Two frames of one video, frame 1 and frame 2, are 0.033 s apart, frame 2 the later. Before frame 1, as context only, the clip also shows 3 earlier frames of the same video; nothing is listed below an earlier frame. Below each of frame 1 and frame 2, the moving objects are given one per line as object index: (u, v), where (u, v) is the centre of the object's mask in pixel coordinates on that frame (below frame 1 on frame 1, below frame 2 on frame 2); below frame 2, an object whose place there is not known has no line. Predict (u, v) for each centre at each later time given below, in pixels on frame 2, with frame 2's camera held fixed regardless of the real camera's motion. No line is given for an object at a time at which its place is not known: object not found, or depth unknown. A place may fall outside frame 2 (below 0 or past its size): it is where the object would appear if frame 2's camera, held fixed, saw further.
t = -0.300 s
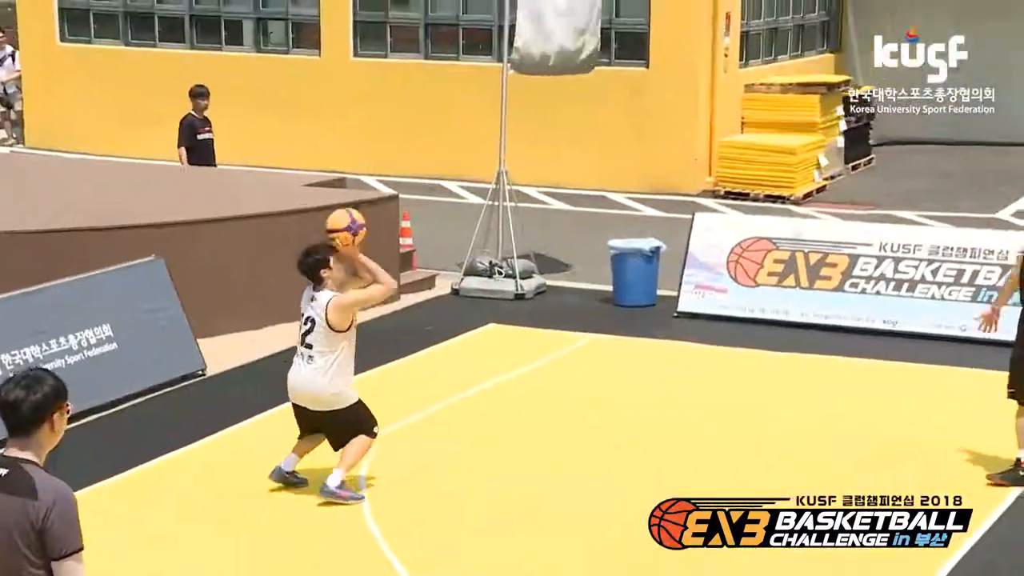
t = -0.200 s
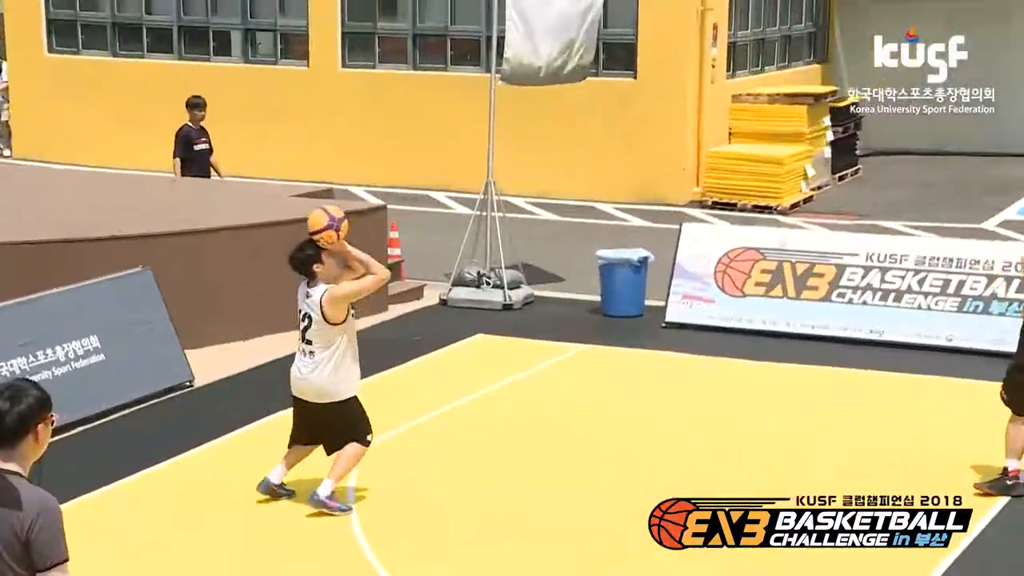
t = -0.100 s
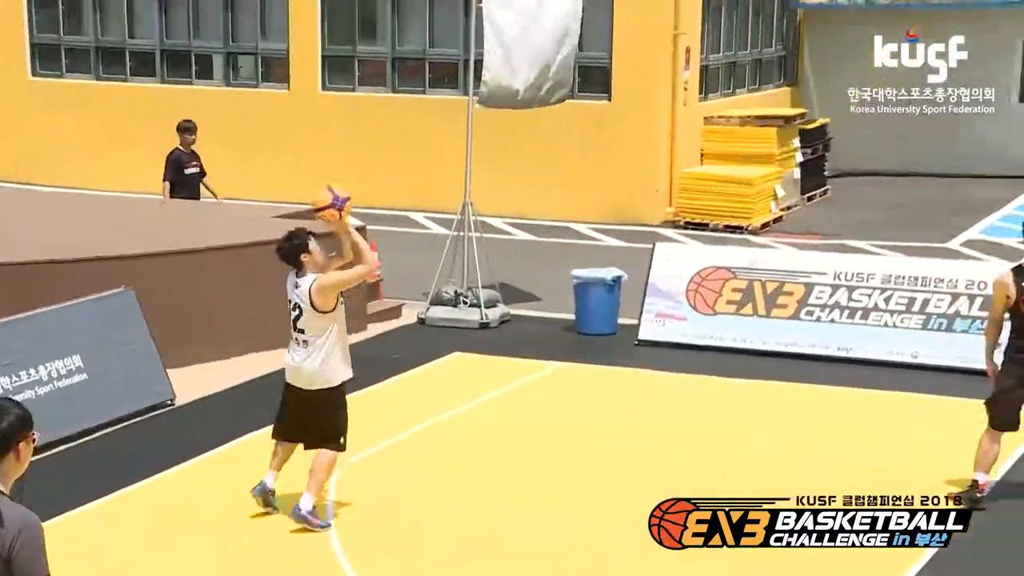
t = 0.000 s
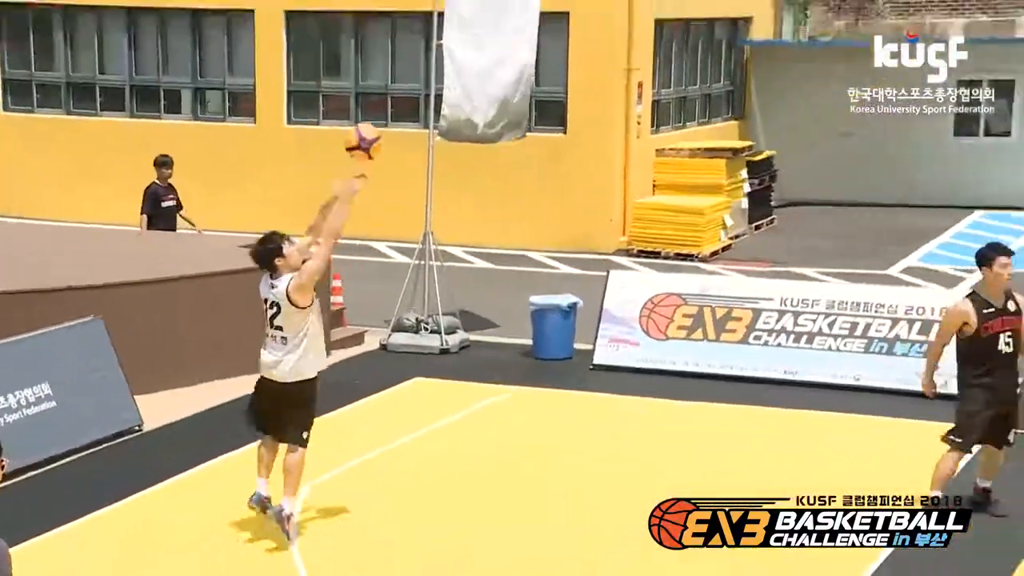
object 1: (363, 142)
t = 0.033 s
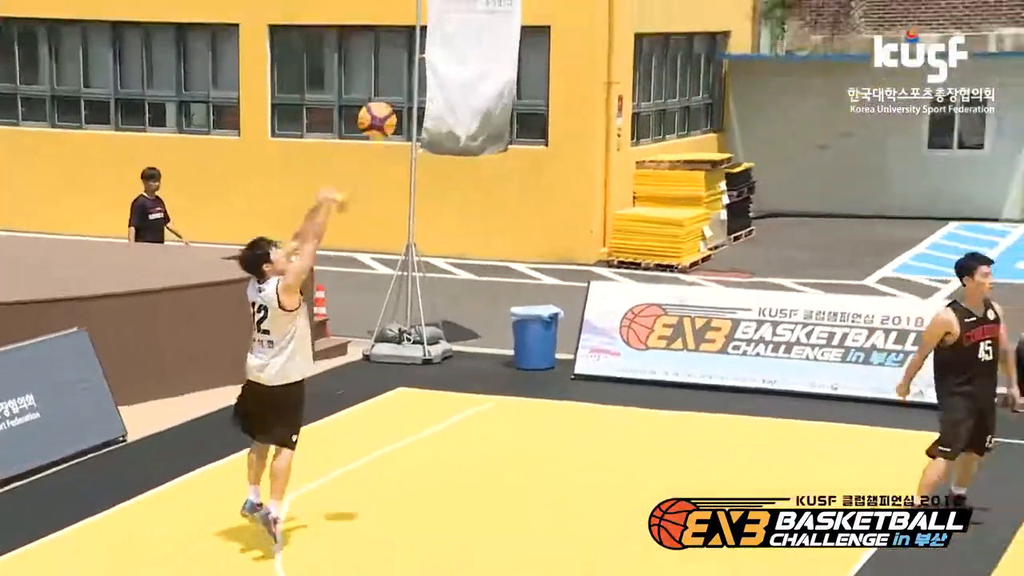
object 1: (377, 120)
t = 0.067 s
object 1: (405, 87)
